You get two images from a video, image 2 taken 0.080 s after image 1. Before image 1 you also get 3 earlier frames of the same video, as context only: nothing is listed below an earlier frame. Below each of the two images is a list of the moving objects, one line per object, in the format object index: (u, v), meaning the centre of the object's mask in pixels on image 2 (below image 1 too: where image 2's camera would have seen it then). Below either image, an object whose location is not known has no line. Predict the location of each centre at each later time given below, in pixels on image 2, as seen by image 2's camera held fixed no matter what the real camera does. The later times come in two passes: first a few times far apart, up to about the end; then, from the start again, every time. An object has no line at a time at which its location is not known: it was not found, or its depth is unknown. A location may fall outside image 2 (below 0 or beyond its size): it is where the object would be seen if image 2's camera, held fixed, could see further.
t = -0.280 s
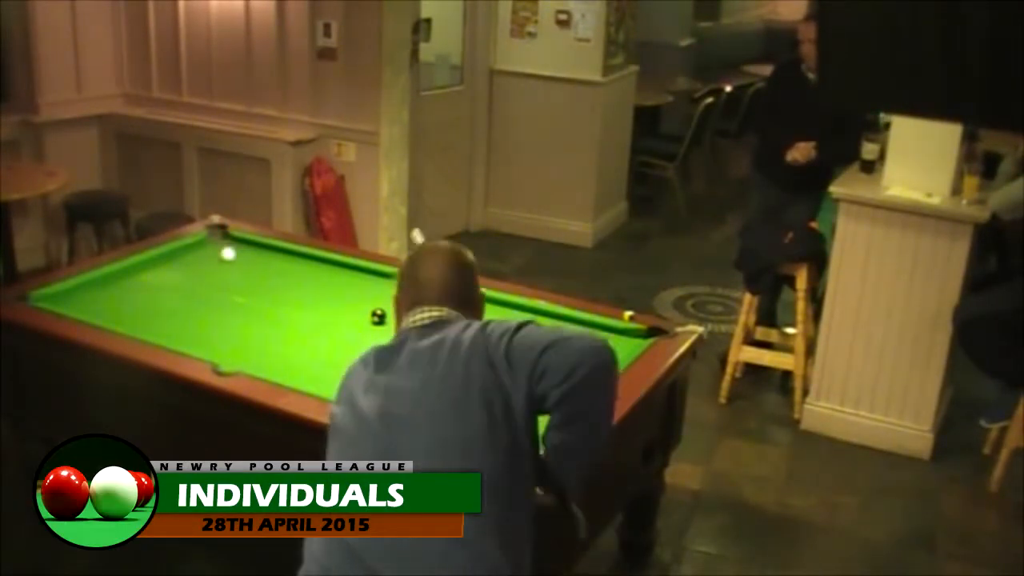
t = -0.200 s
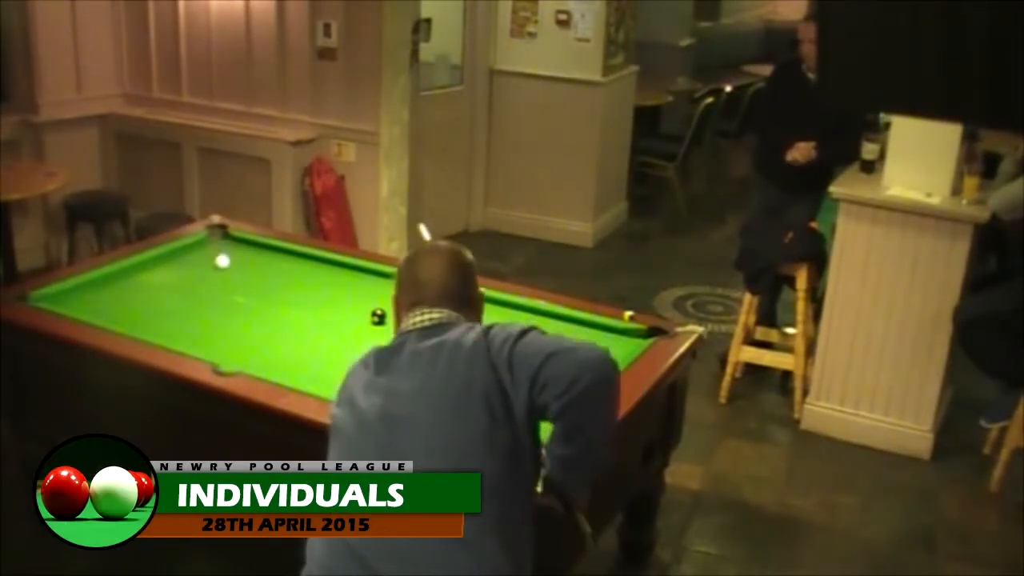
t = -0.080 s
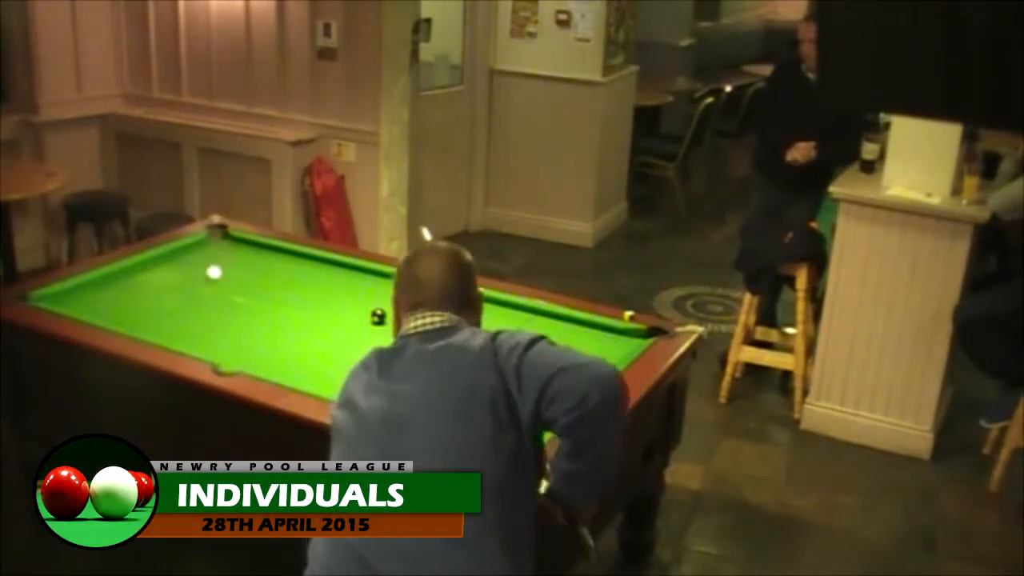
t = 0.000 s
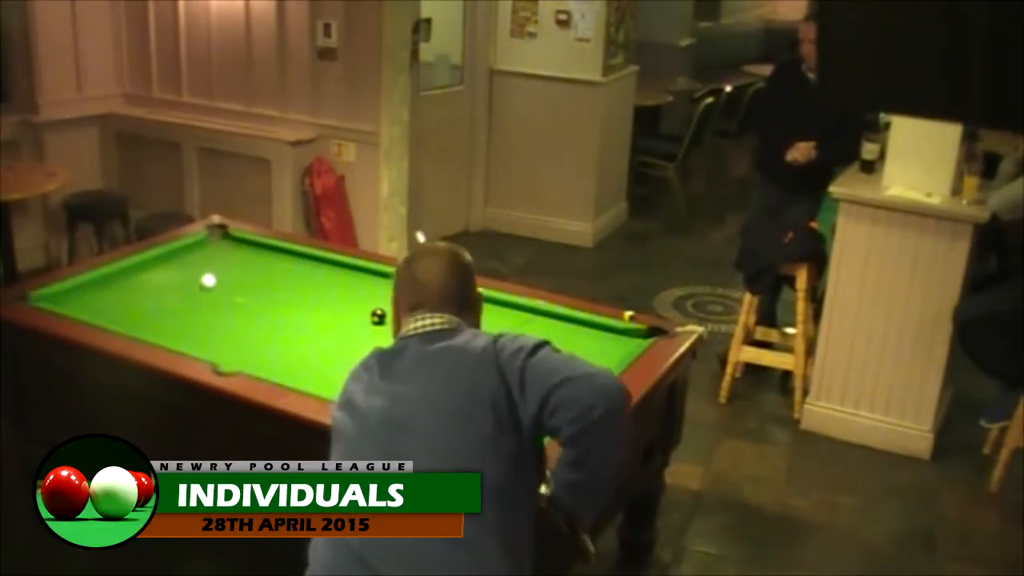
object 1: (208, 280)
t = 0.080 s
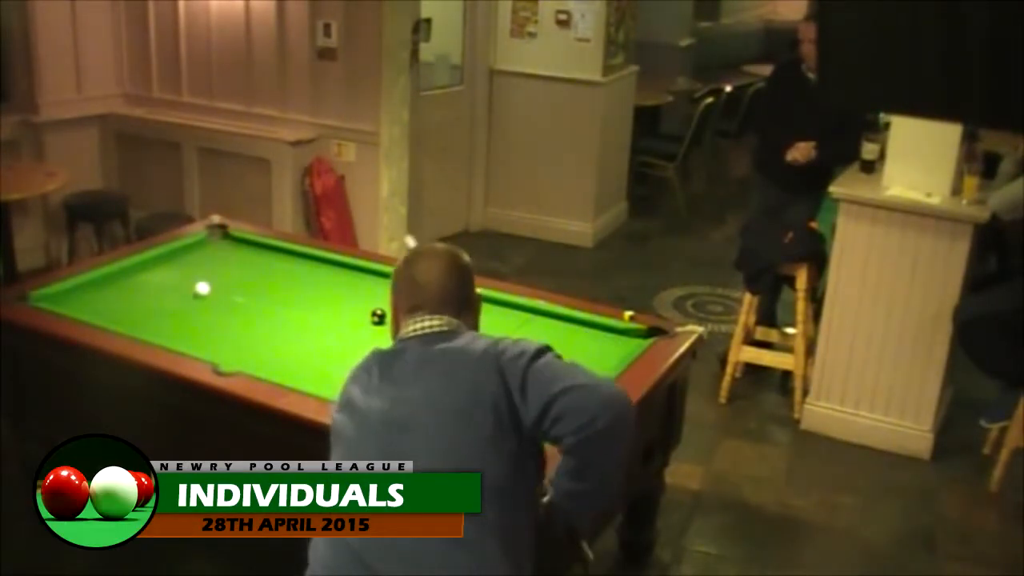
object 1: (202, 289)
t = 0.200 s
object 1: (193, 301)
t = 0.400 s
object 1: (176, 323)
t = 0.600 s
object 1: (178, 335)
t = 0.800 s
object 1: (209, 328)
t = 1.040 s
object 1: (245, 320)
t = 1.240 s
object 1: (272, 313)
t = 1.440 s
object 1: (297, 308)
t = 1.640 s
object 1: (320, 302)
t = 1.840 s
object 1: (341, 298)
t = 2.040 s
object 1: (360, 293)
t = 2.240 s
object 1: (378, 289)
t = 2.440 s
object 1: (394, 284)
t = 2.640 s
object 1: (409, 281)
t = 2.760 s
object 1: (417, 279)
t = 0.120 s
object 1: (199, 292)
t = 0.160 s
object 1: (196, 297)
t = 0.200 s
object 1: (193, 301)
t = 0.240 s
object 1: (189, 305)
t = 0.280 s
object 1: (187, 310)
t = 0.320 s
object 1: (183, 314)
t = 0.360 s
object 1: (180, 319)
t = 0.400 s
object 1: (176, 323)
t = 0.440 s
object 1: (174, 328)
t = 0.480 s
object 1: (170, 332)
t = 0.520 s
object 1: (167, 336)
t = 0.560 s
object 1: (170, 337)
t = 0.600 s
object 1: (178, 335)
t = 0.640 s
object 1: (184, 335)
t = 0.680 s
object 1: (191, 333)
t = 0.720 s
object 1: (197, 331)
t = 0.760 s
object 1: (203, 330)
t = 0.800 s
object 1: (209, 328)
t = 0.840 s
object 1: (215, 327)
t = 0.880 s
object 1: (221, 326)
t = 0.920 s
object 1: (227, 324)
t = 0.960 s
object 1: (233, 323)
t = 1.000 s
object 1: (239, 321)
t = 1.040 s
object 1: (245, 320)
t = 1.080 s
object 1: (250, 319)
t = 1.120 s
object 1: (256, 317)
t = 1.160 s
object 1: (261, 316)
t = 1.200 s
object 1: (267, 315)
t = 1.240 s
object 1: (272, 313)
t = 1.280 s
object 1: (277, 313)
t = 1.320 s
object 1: (282, 311)
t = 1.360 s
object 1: (287, 310)
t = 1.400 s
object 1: (292, 309)
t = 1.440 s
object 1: (297, 308)
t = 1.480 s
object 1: (302, 306)
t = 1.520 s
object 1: (306, 305)
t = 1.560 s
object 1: (311, 304)
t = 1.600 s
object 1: (315, 303)
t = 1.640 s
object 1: (320, 302)
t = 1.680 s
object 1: (324, 301)
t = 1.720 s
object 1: (328, 300)
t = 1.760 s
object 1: (333, 300)
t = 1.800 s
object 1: (337, 299)
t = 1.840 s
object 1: (341, 298)
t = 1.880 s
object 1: (345, 297)
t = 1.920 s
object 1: (349, 296)
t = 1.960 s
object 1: (353, 295)
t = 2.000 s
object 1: (357, 294)
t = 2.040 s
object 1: (360, 293)
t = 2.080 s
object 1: (364, 292)
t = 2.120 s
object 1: (368, 291)
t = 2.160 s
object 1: (371, 290)
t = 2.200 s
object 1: (374, 290)
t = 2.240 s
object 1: (378, 289)
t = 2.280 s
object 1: (381, 288)
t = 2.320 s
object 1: (385, 287)
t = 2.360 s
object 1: (388, 286)
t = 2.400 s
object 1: (391, 286)
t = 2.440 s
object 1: (394, 284)
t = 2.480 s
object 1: (398, 284)
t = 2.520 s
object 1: (400, 283)
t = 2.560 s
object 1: (403, 283)
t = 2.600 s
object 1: (406, 282)
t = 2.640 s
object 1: (409, 281)
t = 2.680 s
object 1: (412, 280)
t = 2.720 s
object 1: (414, 280)
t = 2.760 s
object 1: (417, 279)
